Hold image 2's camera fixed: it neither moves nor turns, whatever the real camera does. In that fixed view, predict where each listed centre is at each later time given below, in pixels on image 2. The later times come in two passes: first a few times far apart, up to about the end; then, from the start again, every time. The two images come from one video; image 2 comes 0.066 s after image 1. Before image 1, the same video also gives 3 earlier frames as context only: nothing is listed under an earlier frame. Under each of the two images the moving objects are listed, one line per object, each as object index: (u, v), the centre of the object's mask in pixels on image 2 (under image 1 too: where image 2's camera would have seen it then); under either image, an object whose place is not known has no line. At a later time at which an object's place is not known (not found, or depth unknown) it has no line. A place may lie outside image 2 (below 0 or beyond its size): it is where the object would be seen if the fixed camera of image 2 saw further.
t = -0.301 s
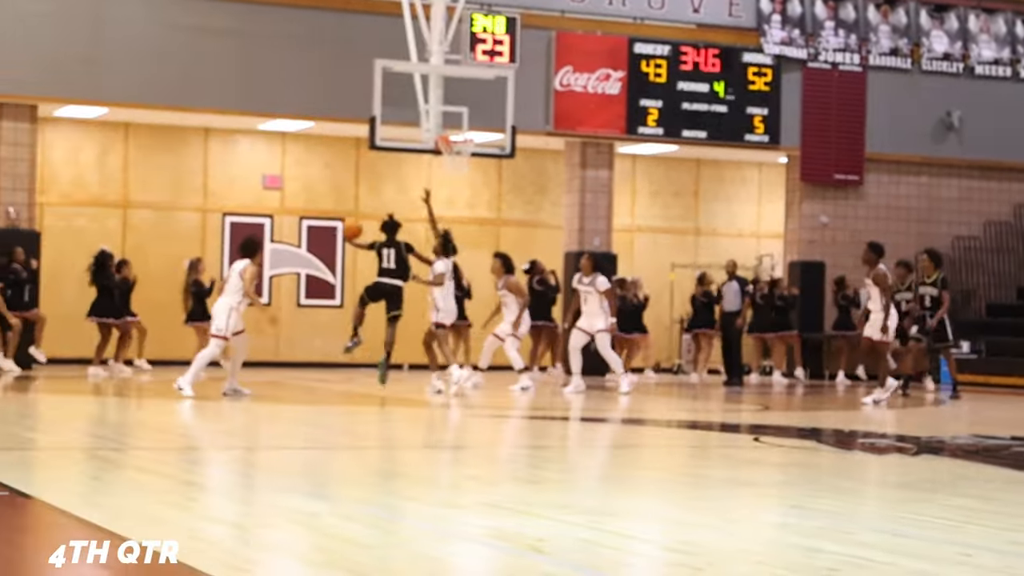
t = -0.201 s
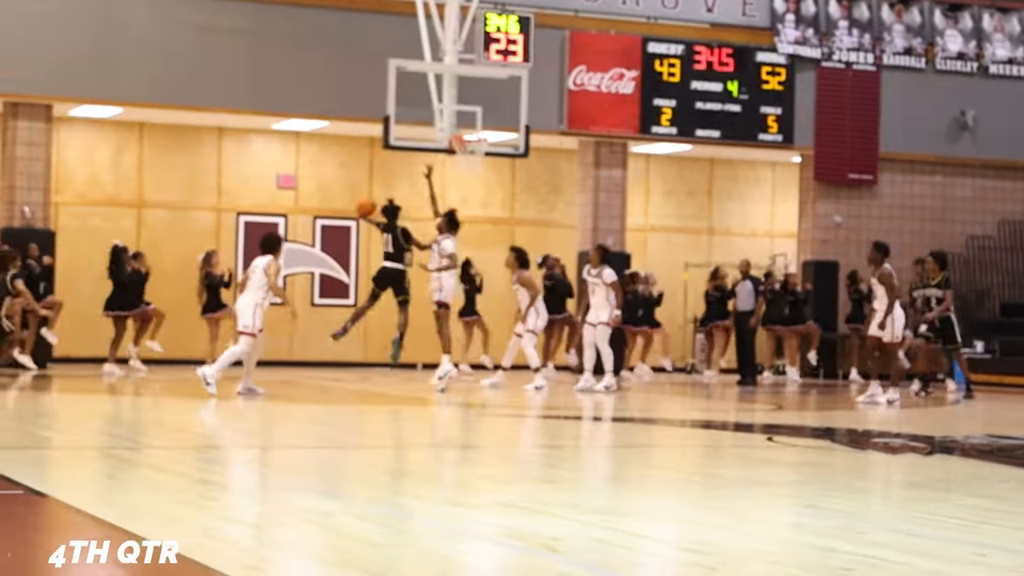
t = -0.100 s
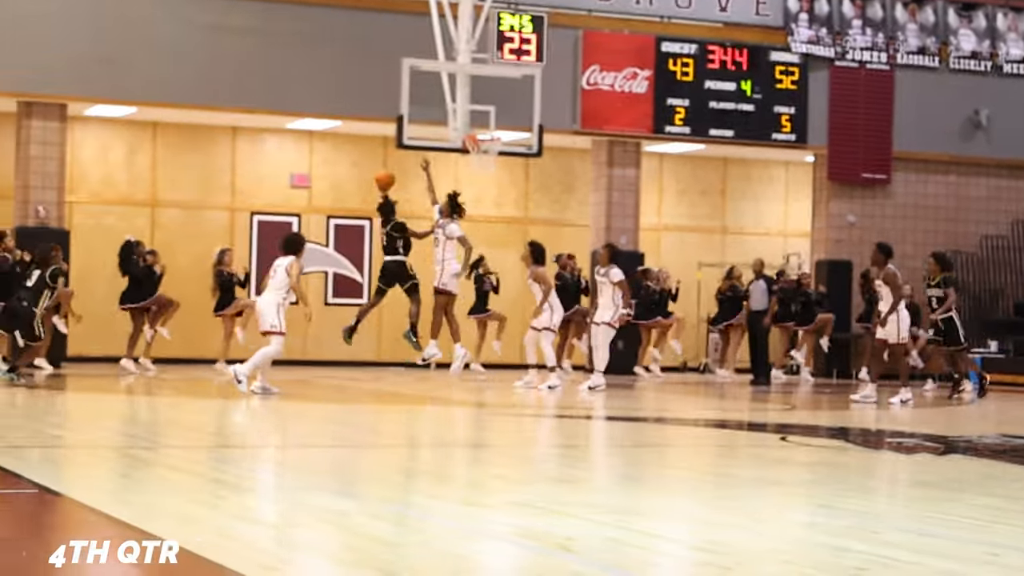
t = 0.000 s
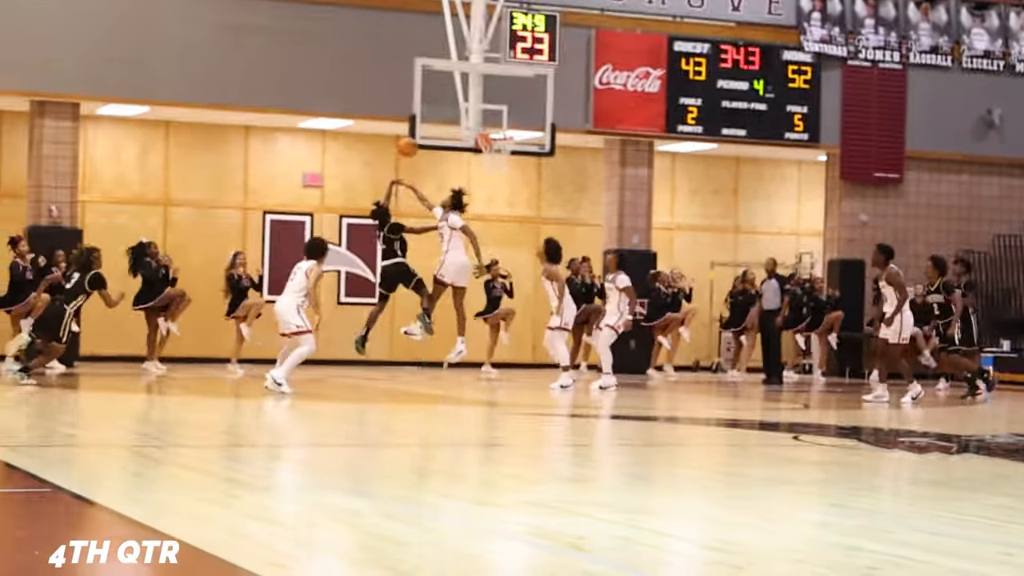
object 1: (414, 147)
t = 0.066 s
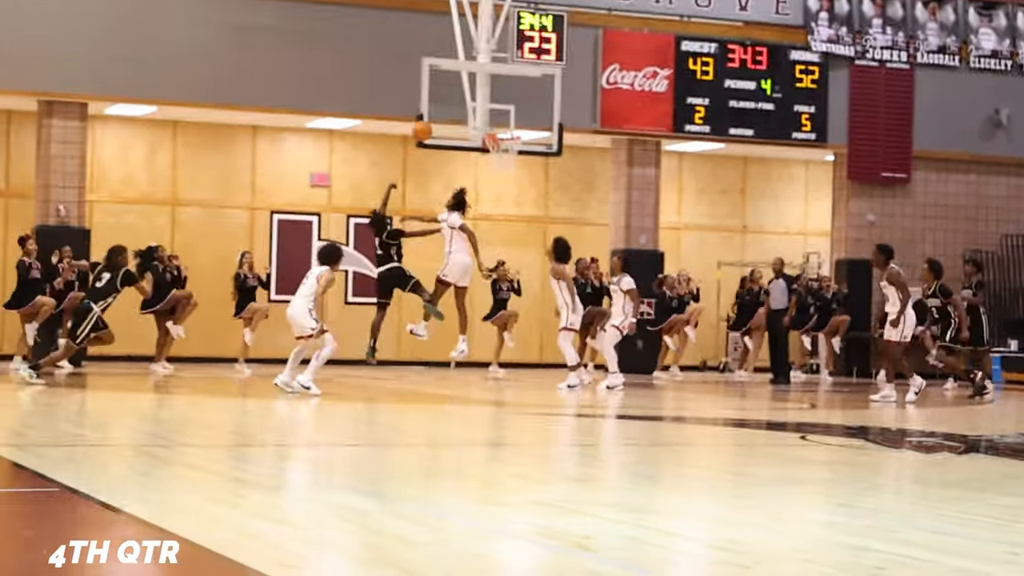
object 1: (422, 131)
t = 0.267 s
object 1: (442, 103)
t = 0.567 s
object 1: (469, 116)
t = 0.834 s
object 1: (460, 119)
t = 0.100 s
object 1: (425, 124)
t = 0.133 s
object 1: (429, 117)
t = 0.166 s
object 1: (432, 112)
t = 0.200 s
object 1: (436, 109)
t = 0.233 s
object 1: (437, 106)
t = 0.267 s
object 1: (442, 103)
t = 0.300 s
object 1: (445, 102)
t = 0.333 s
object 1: (447, 102)
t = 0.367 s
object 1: (449, 102)
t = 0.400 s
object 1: (452, 104)
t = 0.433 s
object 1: (456, 105)
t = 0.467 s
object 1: (460, 108)
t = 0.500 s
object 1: (463, 112)
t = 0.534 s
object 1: (466, 113)
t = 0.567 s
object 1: (469, 116)
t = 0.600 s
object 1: (472, 120)
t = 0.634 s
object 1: (476, 126)
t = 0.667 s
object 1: (476, 126)
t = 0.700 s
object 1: (474, 123)
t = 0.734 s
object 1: (470, 121)
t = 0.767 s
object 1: (467, 120)
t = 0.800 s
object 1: (464, 119)
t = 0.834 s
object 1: (460, 119)
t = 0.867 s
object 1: (458, 120)
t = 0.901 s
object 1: (454, 123)
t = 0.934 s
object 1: (451, 126)
